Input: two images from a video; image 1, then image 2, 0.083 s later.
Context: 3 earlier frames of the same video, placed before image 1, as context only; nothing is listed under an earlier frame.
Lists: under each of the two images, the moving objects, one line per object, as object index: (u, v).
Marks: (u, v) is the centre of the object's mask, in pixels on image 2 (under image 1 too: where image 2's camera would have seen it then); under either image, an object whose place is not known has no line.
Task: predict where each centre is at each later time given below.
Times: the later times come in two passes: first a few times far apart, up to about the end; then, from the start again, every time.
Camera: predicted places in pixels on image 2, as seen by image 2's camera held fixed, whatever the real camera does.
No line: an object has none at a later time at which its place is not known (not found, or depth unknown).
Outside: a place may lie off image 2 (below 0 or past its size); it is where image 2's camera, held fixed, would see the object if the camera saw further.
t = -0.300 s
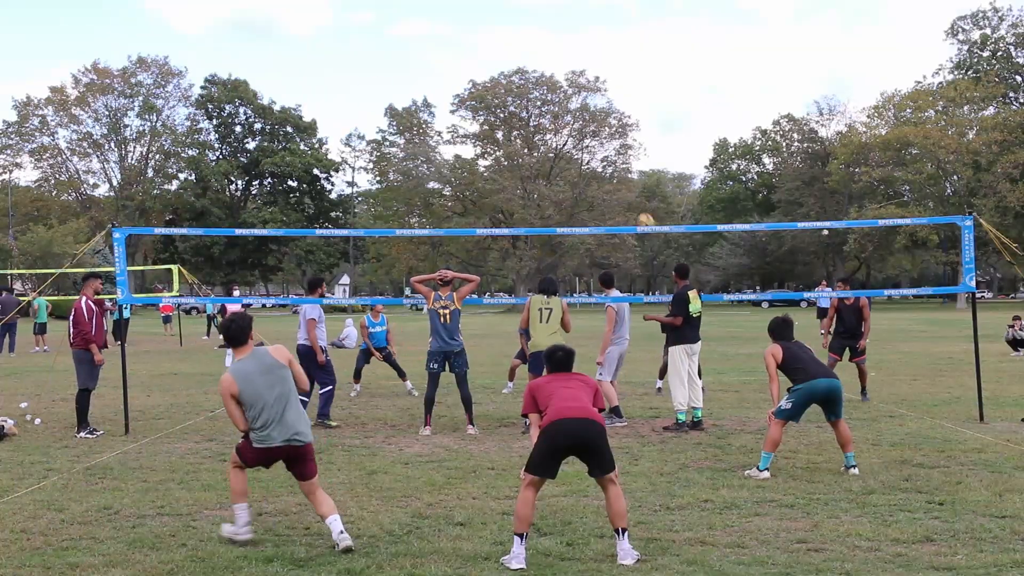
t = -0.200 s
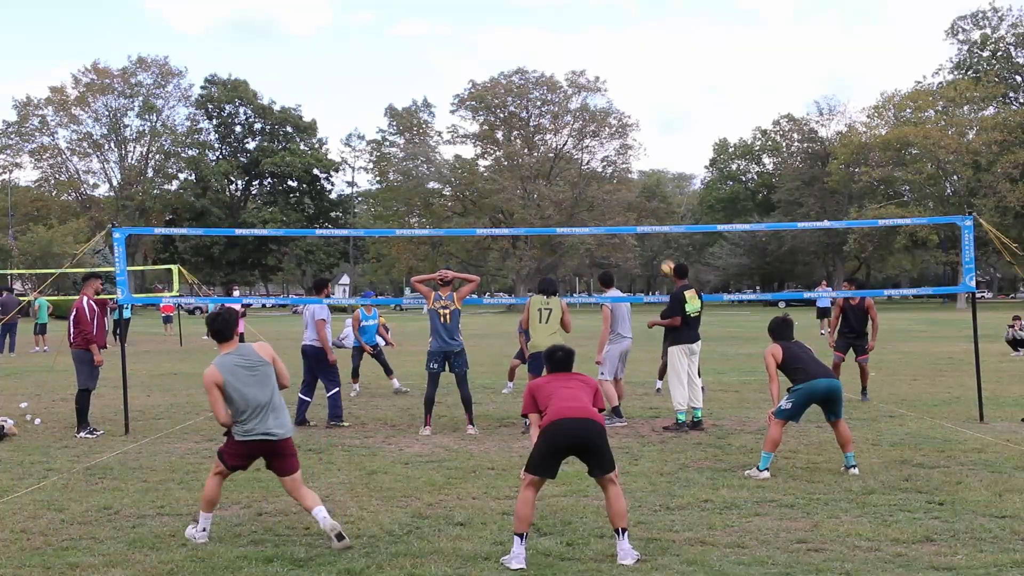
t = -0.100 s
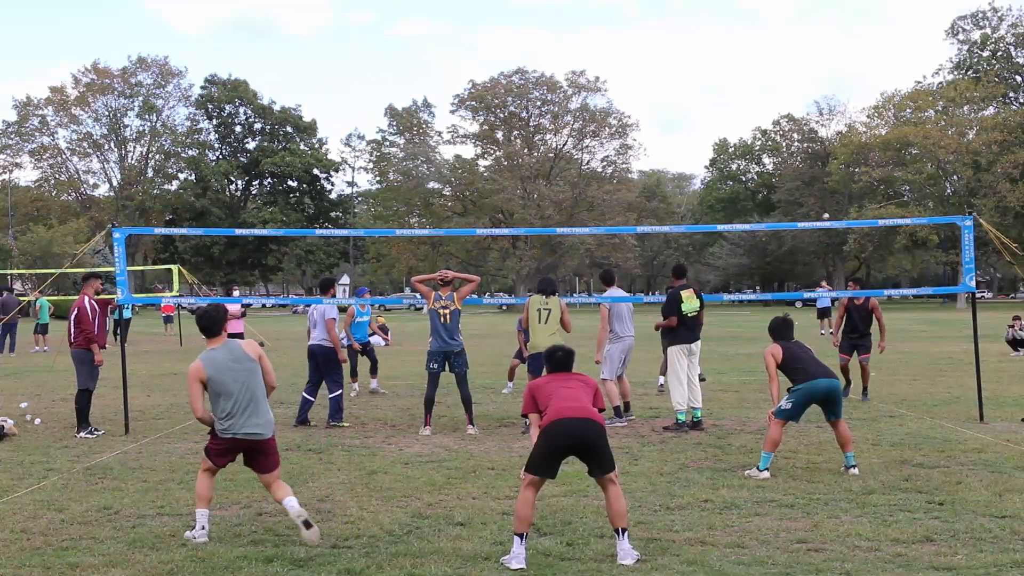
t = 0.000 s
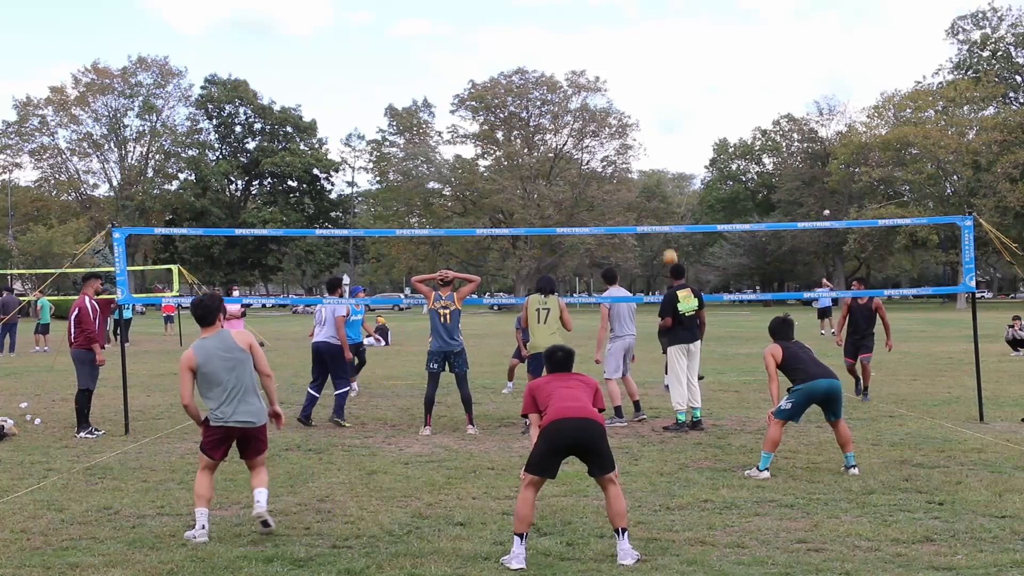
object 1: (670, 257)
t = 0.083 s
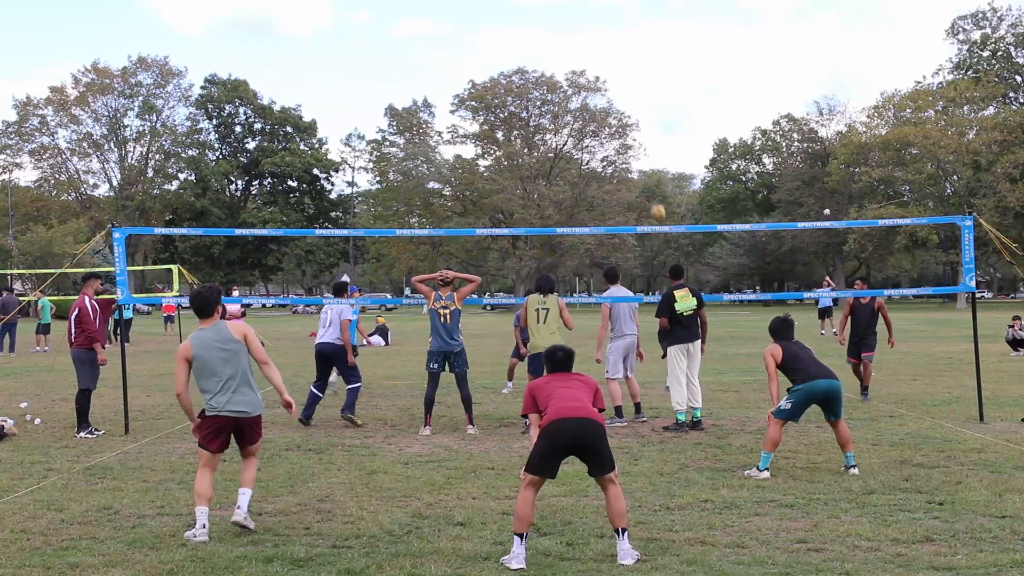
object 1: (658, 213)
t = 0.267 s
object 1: (632, 129)
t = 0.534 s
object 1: (597, 49)
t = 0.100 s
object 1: (655, 204)
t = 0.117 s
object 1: (653, 195)
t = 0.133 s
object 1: (650, 187)
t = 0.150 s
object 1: (648, 179)
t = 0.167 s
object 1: (646, 174)
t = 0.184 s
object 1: (643, 165)
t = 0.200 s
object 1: (641, 157)
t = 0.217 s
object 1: (638, 150)
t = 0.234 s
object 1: (636, 143)
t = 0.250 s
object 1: (634, 135)
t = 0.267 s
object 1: (632, 129)
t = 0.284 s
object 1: (629, 124)
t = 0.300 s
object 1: (628, 117)
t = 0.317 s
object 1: (626, 112)
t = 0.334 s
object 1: (623, 105)
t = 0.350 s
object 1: (621, 99)
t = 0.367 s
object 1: (618, 93)
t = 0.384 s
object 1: (616, 89)
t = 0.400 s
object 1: (614, 83)
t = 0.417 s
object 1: (612, 79)
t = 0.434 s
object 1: (610, 74)
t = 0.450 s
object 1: (607, 69)
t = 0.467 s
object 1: (605, 65)
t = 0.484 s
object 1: (603, 60)
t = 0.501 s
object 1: (601, 56)
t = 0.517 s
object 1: (599, 53)
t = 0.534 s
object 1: (597, 49)
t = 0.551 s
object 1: (595, 45)
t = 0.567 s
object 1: (593, 42)
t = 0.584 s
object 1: (590, 39)
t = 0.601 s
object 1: (588, 36)
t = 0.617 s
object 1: (586, 33)
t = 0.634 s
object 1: (584, 31)
